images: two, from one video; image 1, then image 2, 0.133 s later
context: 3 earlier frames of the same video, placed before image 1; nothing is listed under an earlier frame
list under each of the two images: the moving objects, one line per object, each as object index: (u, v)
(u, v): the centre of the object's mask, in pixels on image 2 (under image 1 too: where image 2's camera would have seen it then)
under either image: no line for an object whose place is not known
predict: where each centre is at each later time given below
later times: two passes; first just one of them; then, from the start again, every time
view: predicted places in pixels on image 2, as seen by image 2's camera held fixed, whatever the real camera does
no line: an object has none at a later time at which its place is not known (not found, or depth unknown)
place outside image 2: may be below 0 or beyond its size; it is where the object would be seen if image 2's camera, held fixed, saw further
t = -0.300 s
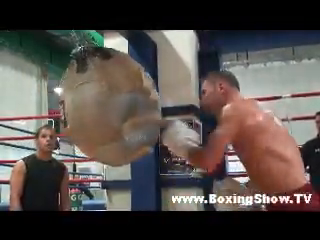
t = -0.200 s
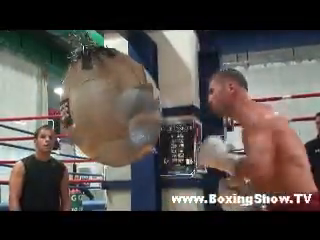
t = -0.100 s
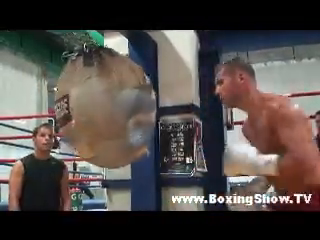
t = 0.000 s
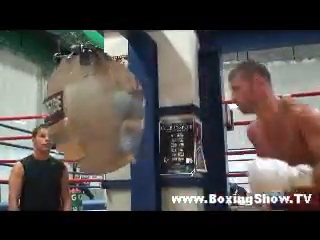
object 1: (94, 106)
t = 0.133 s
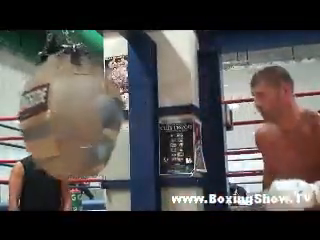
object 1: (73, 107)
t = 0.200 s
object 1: (57, 110)
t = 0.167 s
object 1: (67, 108)
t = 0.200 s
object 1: (57, 110)
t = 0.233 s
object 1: (52, 109)
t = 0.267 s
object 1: (46, 108)
